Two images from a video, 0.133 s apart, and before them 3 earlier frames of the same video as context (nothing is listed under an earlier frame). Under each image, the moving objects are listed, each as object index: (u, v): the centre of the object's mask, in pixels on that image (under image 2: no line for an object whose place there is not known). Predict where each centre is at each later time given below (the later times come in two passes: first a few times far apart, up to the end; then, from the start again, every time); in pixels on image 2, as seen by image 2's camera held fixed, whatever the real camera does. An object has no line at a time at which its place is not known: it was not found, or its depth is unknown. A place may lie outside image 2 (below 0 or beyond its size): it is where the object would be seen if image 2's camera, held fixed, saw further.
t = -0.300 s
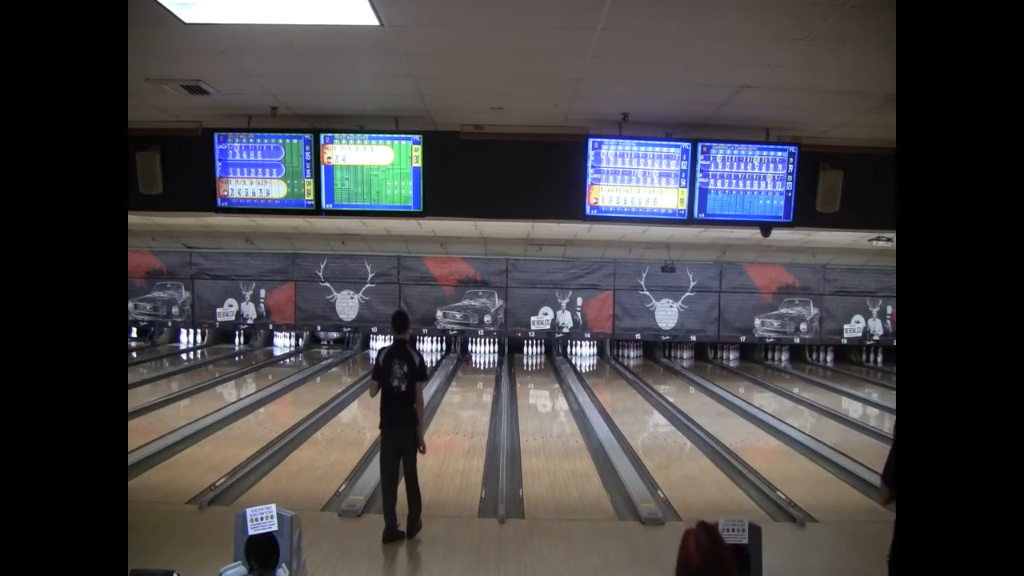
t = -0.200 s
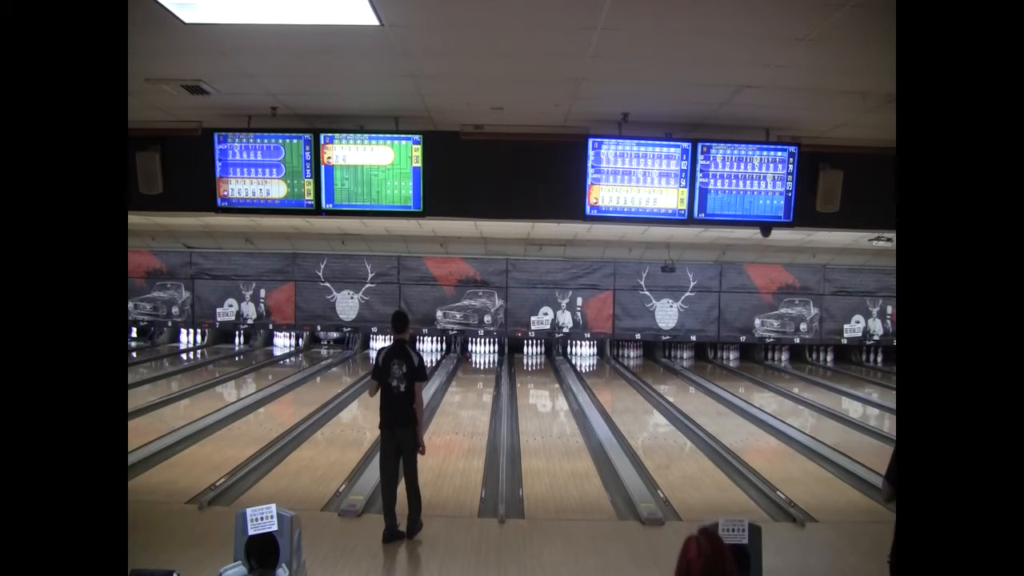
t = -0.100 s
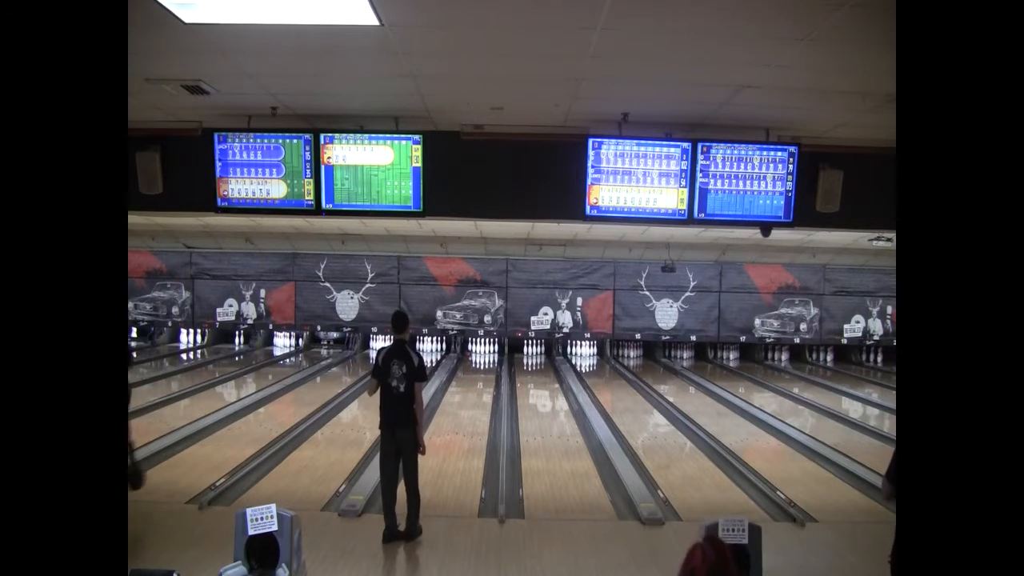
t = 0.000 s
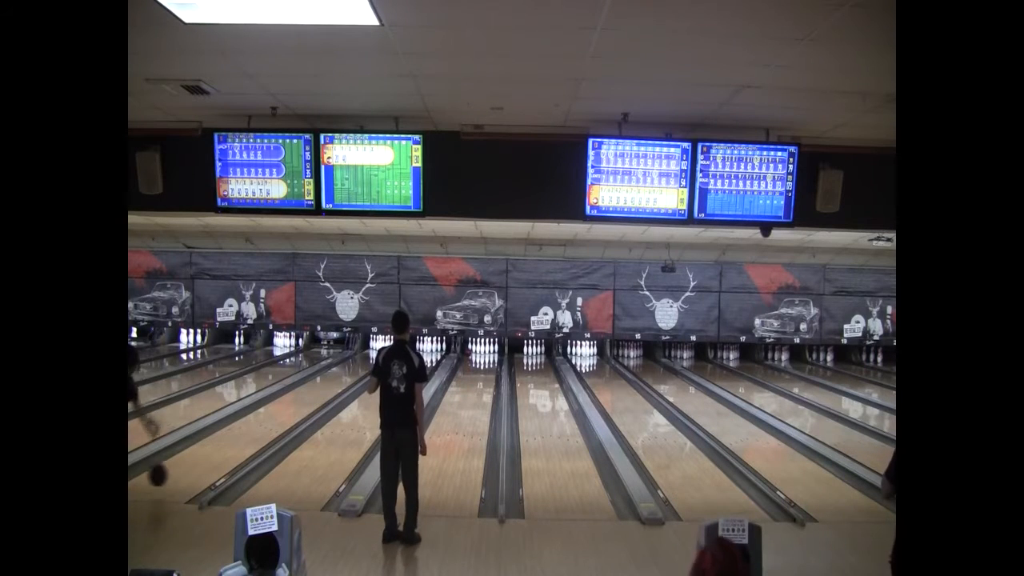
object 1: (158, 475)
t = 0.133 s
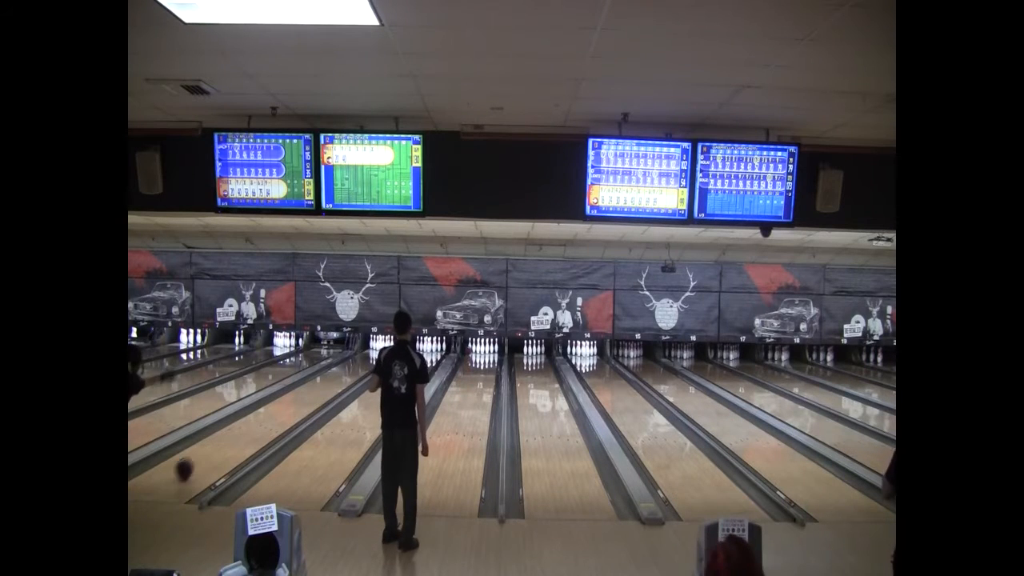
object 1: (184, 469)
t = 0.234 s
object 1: (201, 458)
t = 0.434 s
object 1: (230, 438)
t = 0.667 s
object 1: (257, 421)
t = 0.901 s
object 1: (278, 407)
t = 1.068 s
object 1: (291, 399)
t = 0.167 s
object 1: (190, 466)
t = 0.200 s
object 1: (196, 462)
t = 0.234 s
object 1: (201, 458)
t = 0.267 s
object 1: (207, 455)
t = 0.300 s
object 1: (212, 451)
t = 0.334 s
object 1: (217, 448)
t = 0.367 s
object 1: (221, 445)
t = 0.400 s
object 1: (226, 442)
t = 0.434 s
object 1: (230, 438)
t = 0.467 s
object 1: (234, 436)
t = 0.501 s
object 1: (238, 433)
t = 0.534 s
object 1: (242, 430)
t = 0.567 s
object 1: (246, 428)
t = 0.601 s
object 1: (250, 425)
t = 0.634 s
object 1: (253, 423)
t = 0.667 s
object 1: (257, 421)
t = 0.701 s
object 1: (260, 419)
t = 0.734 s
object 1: (263, 417)
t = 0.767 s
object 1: (266, 415)
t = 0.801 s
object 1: (269, 413)
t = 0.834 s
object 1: (272, 411)
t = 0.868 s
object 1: (275, 409)
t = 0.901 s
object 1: (278, 407)
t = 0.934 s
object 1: (281, 405)
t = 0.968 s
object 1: (283, 403)
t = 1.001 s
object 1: (286, 402)
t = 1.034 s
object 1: (288, 400)
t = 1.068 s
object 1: (291, 399)
